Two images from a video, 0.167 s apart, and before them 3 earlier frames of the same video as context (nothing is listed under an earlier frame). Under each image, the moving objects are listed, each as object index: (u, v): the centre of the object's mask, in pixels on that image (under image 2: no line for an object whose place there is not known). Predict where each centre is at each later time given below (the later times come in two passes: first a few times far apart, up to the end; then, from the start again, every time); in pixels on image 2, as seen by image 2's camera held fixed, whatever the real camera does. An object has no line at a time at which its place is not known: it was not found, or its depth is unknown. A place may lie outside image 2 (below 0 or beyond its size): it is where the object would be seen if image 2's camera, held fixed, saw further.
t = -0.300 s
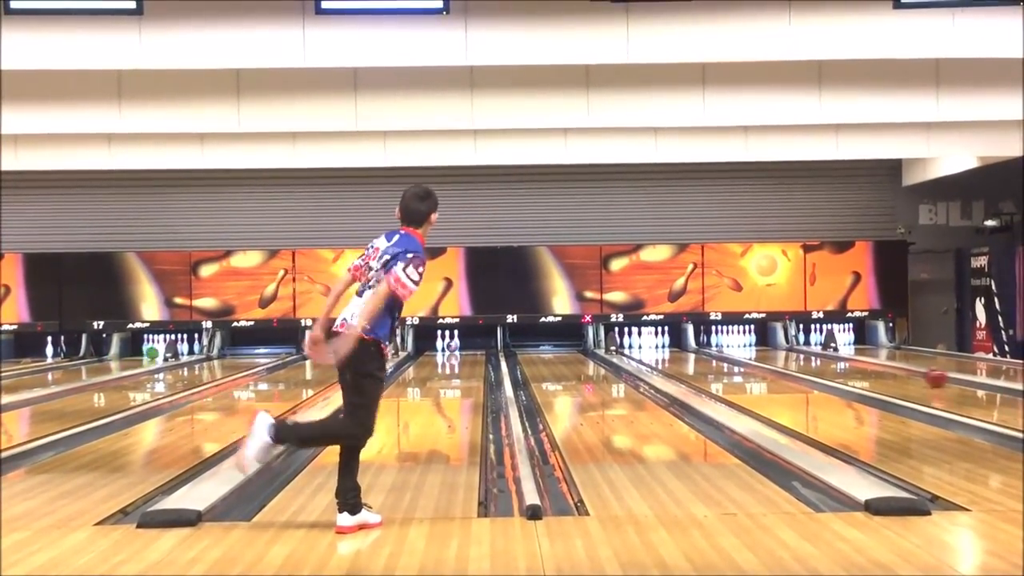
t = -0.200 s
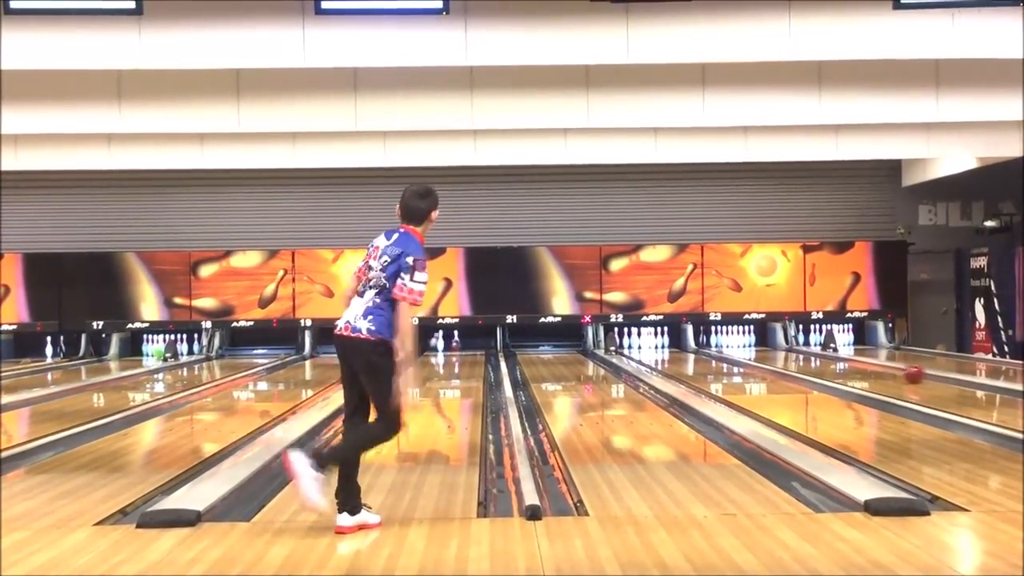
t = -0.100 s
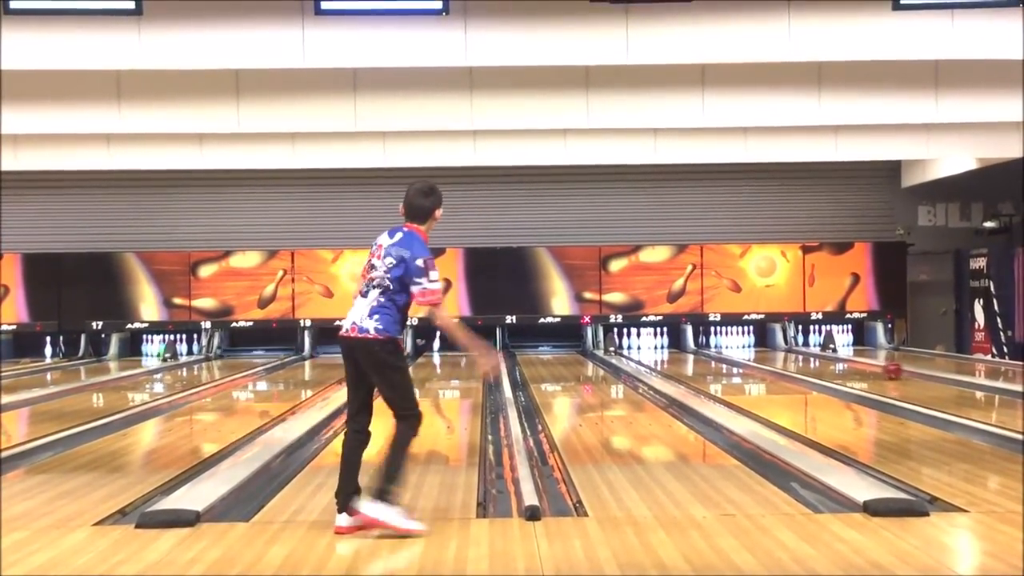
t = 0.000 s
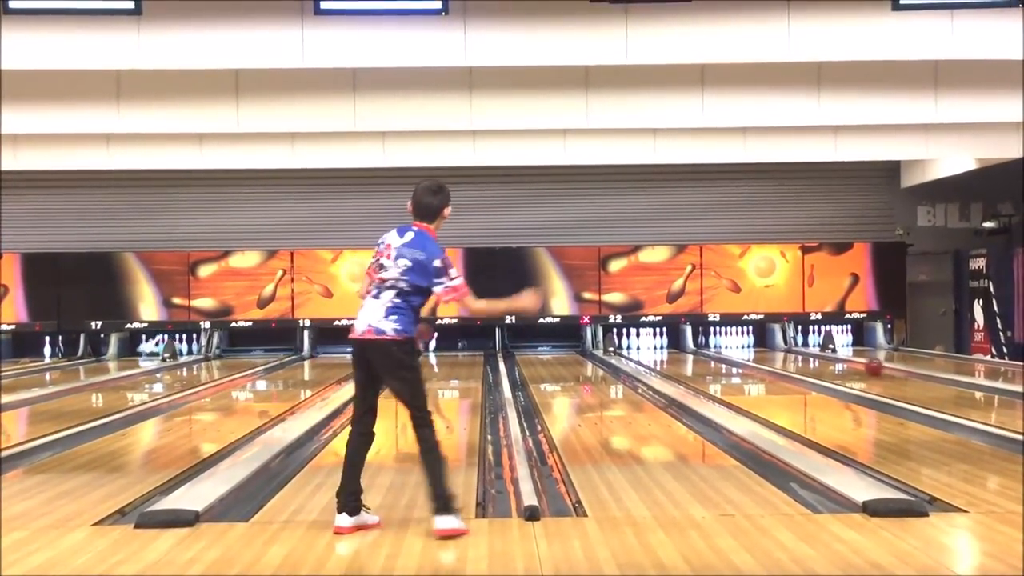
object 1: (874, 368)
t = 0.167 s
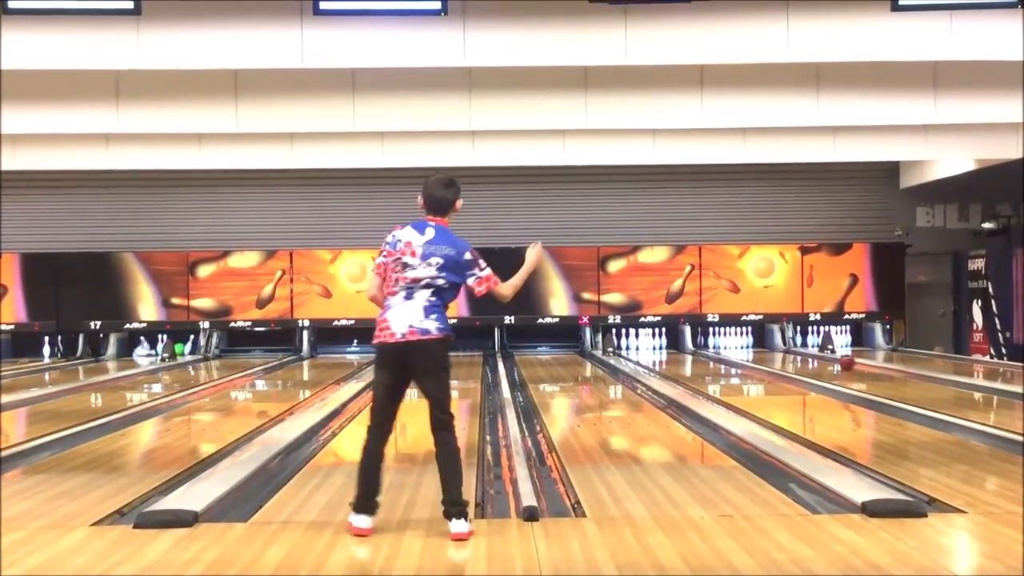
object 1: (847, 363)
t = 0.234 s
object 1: (837, 361)
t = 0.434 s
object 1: (809, 357)
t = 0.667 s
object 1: (784, 352)
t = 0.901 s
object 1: (762, 348)
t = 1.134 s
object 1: (742, 345)
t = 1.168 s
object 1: (739, 345)
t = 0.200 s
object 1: (842, 362)
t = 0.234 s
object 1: (837, 361)
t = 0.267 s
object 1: (832, 361)
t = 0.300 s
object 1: (827, 359)
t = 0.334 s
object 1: (823, 359)
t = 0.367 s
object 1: (819, 358)
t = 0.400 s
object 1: (814, 357)
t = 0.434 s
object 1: (809, 357)
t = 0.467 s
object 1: (806, 356)
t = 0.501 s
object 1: (802, 355)
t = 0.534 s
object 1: (799, 355)
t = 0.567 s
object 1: (795, 354)
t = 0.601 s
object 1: (791, 353)
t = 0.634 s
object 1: (788, 352)
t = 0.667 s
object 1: (784, 352)
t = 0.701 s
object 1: (780, 352)
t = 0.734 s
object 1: (777, 351)
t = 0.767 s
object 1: (774, 351)
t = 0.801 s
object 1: (771, 350)
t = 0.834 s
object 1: (767, 349)
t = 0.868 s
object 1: (764, 348)
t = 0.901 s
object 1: (762, 348)
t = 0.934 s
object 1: (759, 348)
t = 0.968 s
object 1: (757, 347)
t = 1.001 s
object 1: (753, 348)
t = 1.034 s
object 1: (750, 347)
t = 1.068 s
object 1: (747, 347)
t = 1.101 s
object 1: (744, 346)
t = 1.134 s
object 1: (742, 345)
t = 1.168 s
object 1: (739, 345)
